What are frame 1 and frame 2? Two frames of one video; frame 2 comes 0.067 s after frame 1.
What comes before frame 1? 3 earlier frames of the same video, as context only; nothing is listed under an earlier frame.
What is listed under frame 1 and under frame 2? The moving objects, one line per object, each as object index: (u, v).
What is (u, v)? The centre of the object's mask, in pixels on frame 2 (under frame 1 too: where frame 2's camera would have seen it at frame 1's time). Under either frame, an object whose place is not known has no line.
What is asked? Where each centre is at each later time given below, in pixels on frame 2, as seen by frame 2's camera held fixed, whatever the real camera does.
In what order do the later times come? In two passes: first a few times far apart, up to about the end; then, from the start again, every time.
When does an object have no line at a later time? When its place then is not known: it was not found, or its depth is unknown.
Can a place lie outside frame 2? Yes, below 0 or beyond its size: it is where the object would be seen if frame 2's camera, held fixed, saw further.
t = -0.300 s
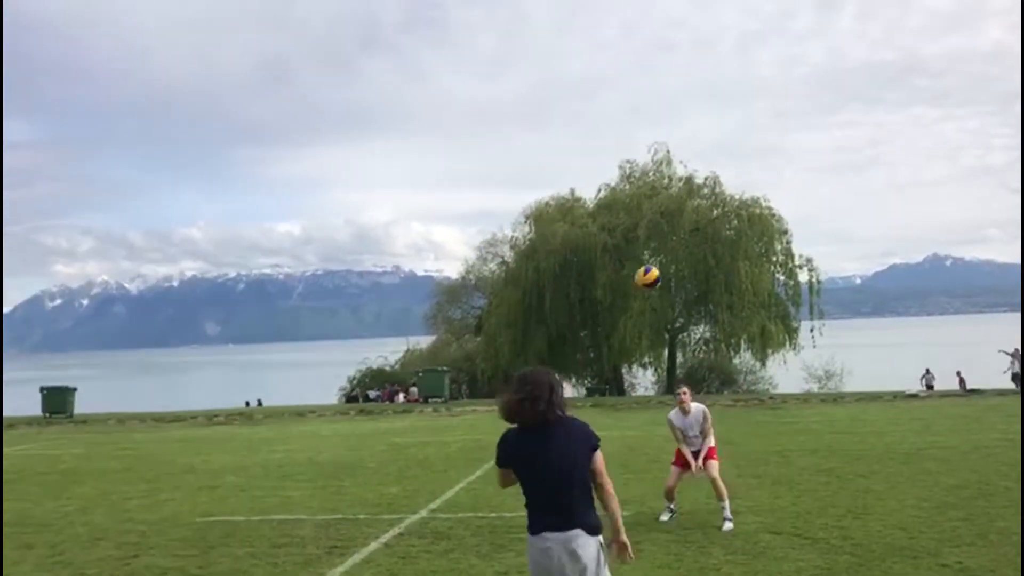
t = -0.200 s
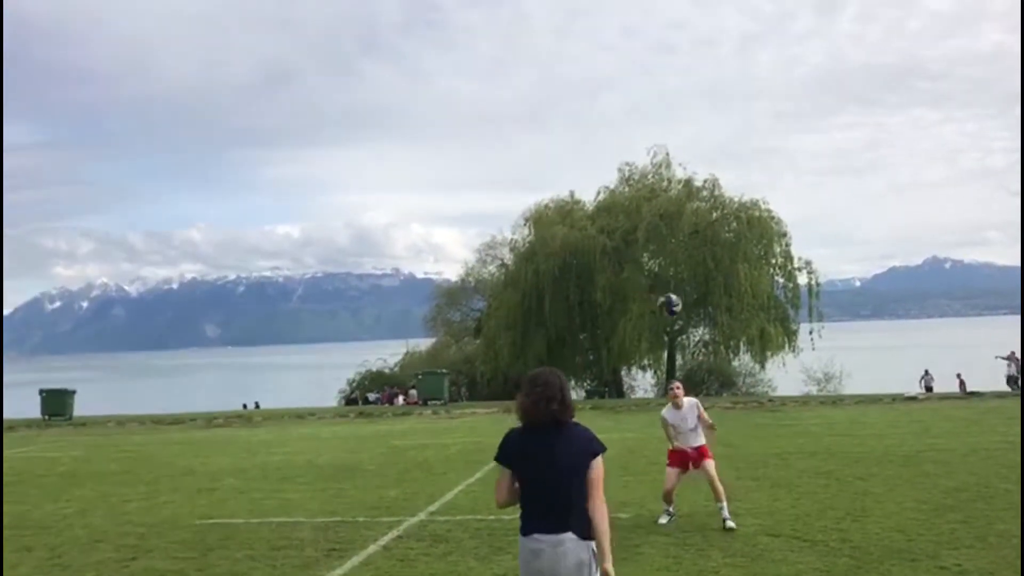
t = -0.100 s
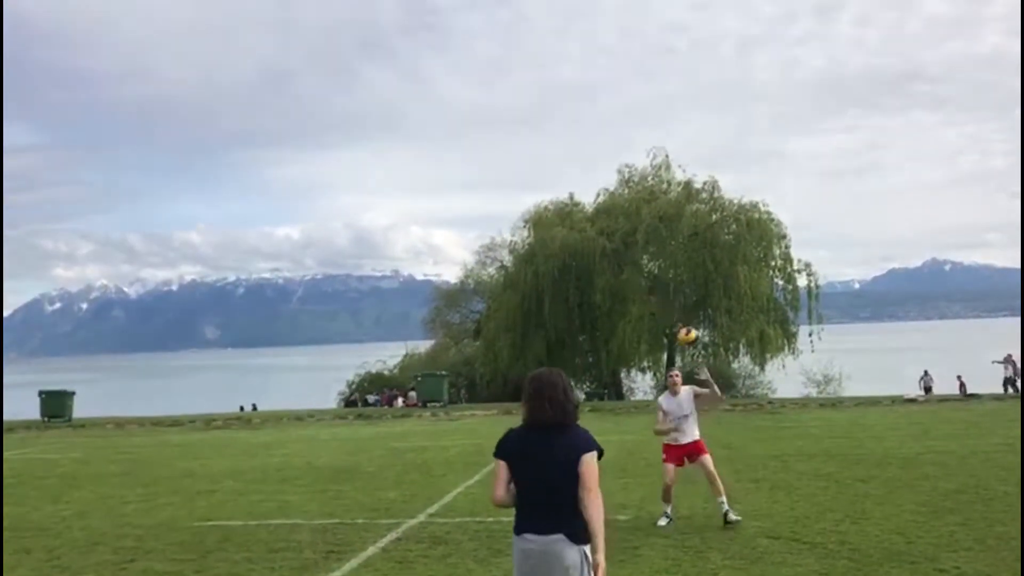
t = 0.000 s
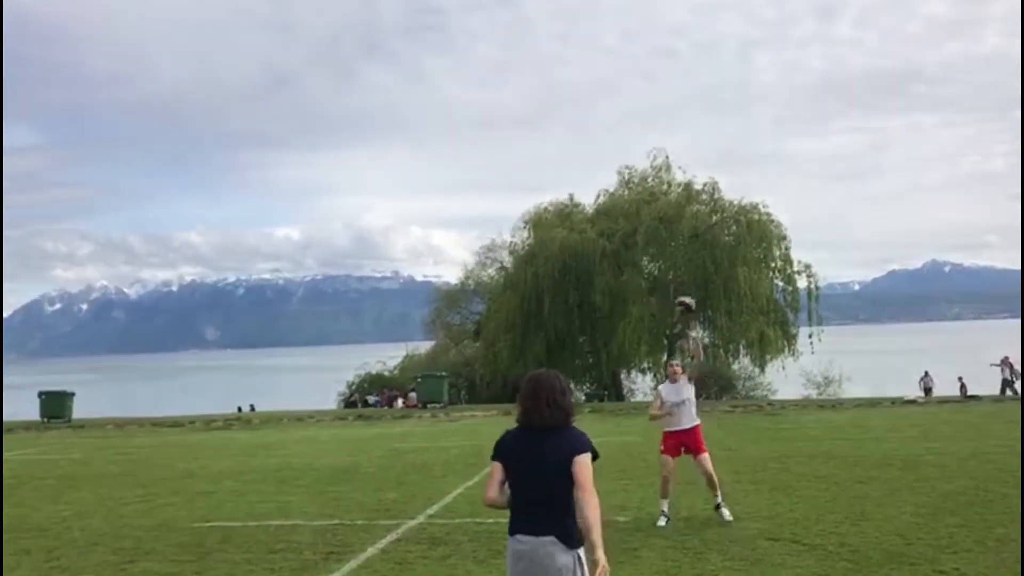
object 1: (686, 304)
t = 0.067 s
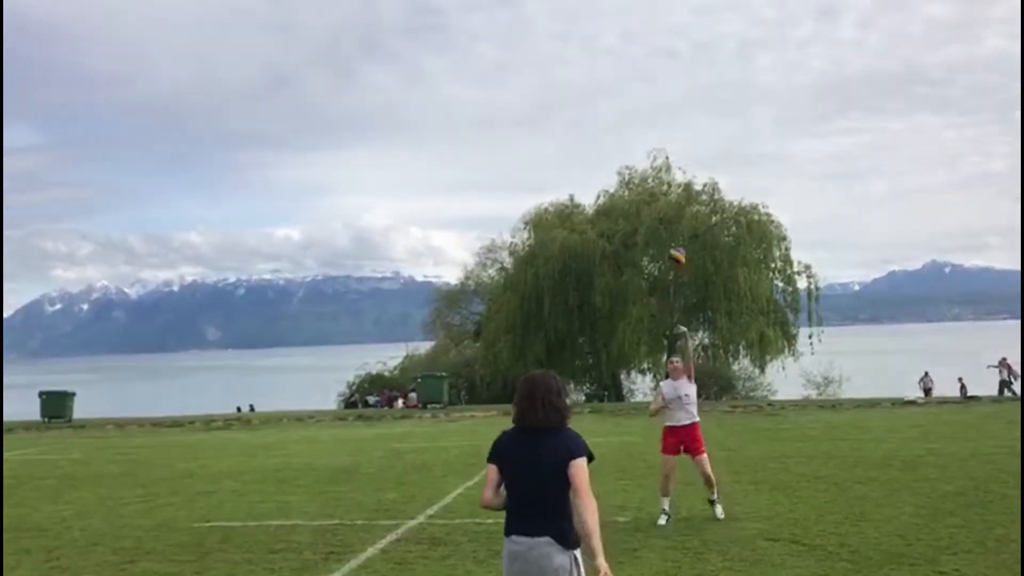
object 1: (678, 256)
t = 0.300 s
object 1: (651, 122)
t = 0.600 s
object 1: (625, 27)
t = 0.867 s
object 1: (608, 11)
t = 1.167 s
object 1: (593, 70)
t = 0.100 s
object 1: (672, 234)
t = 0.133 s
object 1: (669, 212)
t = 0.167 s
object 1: (664, 193)
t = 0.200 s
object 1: (661, 171)
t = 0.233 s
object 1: (657, 155)
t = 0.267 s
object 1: (654, 138)
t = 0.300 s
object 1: (651, 122)
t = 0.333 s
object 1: (648, 107)
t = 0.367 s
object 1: (645, 93)
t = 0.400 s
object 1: (642, 80)
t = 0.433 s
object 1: (639, 69)
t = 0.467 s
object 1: (636, 58)
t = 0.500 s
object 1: (633, 48)
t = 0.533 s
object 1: (630, 40)
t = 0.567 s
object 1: (628, 32)
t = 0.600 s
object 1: (625, 27)
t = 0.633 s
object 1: (623, 21)
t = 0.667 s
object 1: (620, 16)
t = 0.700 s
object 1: (618, 13)
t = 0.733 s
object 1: (616, 11)
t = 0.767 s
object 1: (614, 10)
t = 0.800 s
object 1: (611, 10)
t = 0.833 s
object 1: (609, 10)
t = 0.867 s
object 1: (608, 11)
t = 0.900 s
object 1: (605, 14)
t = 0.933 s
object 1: (604, 17)
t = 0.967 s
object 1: (602, 22)
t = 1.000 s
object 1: (600, 28)
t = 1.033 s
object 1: (598, 35)
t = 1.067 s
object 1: (597, 42)
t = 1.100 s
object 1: (595, 50)
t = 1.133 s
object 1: (594, 60)
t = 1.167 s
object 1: (593, 70)
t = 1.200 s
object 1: (592, 82)
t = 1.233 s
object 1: (591, 94)
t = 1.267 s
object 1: (589, 108)
